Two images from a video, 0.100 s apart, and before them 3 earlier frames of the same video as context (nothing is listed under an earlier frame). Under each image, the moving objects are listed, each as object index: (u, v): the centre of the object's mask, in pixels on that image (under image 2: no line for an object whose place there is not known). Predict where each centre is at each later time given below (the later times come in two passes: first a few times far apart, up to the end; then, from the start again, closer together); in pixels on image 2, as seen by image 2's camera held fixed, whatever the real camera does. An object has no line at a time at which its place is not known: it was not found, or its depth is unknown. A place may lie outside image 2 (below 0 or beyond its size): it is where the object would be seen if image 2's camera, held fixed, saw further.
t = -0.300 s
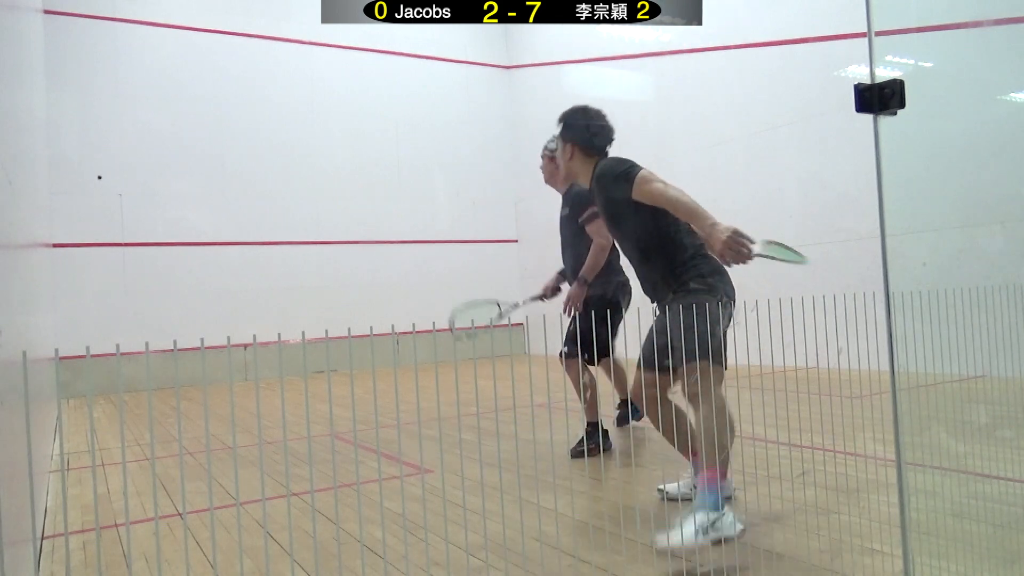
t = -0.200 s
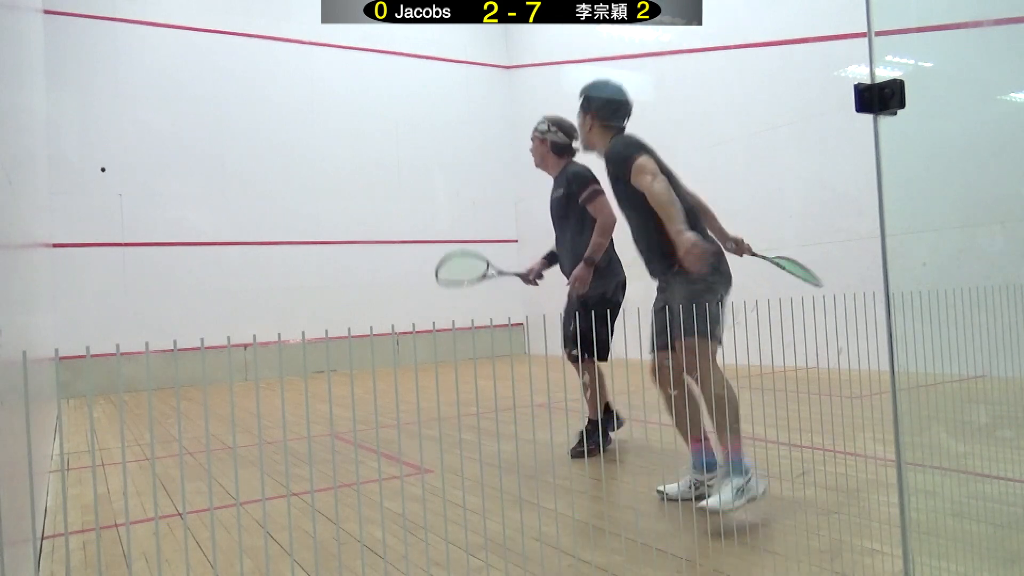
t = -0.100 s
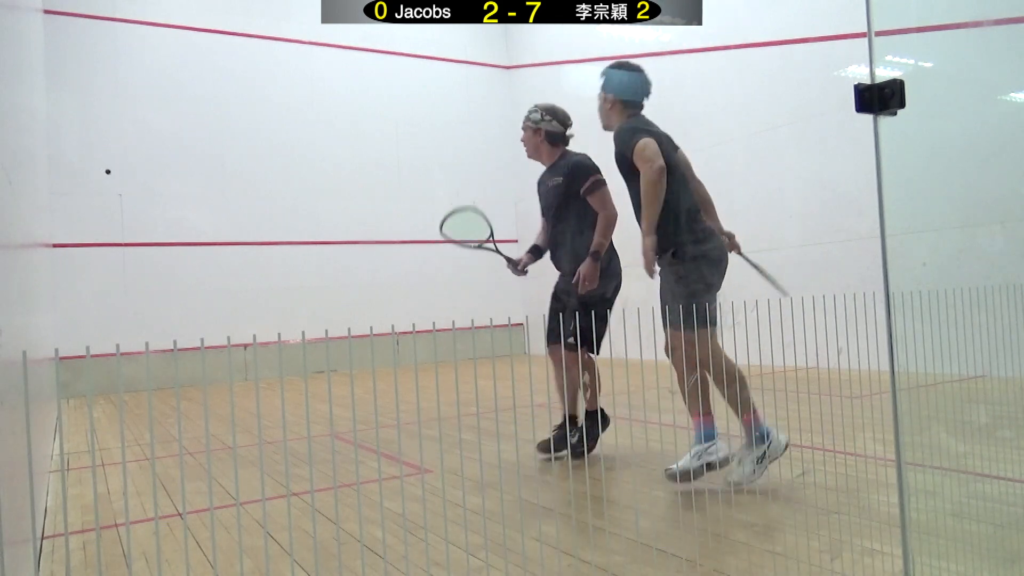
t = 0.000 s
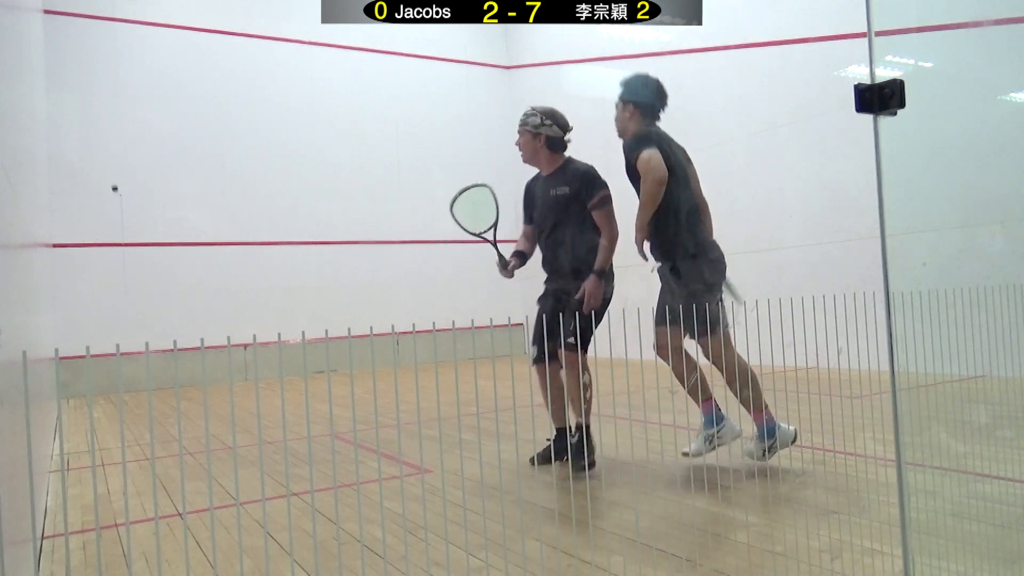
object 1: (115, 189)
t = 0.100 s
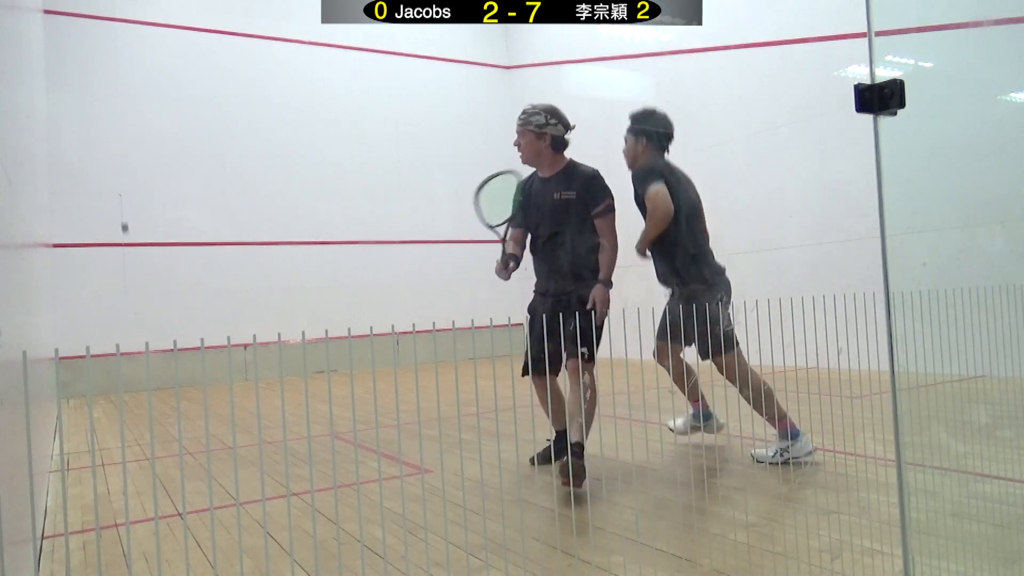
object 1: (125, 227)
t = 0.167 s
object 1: (134, 273)
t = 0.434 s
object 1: (194, 495)
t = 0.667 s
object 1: (249, 347)
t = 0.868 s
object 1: (349, 358)
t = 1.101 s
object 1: (258, 465)
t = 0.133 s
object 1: (129, 250)
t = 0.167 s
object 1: (134, 273)
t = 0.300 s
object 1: (164, 442)
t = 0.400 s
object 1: (191, 522)
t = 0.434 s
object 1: (194, 495)
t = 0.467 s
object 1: (198, 467)
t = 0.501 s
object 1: (203, 443)
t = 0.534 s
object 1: (211, 419)
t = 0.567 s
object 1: (218, 397)
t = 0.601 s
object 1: (226, 378)
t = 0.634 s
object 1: (239, 360)
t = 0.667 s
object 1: (249, 347)
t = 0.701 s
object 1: (265, 337)
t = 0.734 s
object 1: (283, 332)
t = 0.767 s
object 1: (305, 334)
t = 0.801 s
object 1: (331, 346)
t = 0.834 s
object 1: (366, 368)
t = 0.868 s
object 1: (349, 358)
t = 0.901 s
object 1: (330, 354)
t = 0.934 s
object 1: (313, 358)
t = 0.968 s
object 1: (298, 369)
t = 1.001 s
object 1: (287, 387)
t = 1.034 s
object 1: (275, 408)
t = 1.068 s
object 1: (269, 433)
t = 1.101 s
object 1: (258, 465)
